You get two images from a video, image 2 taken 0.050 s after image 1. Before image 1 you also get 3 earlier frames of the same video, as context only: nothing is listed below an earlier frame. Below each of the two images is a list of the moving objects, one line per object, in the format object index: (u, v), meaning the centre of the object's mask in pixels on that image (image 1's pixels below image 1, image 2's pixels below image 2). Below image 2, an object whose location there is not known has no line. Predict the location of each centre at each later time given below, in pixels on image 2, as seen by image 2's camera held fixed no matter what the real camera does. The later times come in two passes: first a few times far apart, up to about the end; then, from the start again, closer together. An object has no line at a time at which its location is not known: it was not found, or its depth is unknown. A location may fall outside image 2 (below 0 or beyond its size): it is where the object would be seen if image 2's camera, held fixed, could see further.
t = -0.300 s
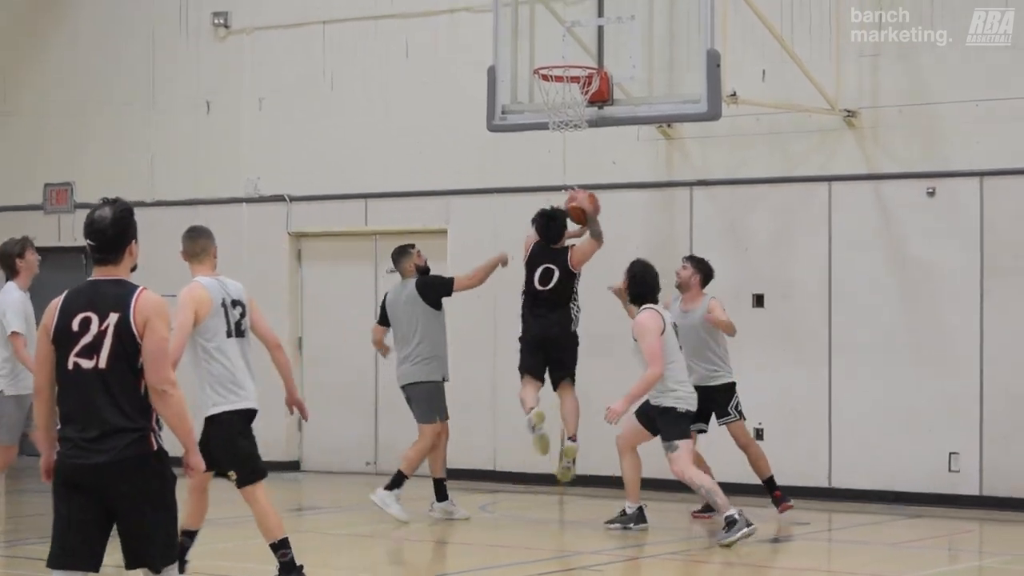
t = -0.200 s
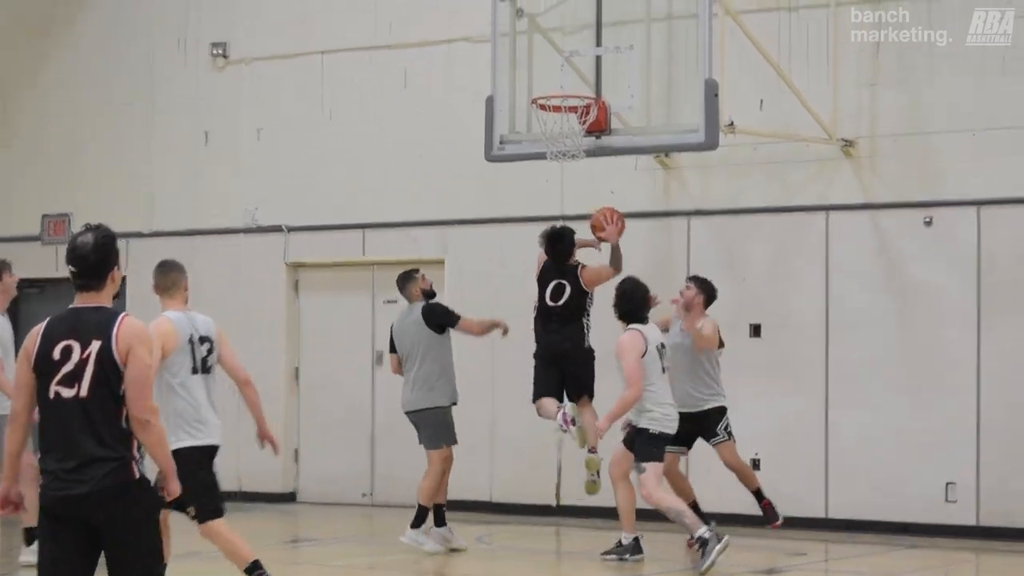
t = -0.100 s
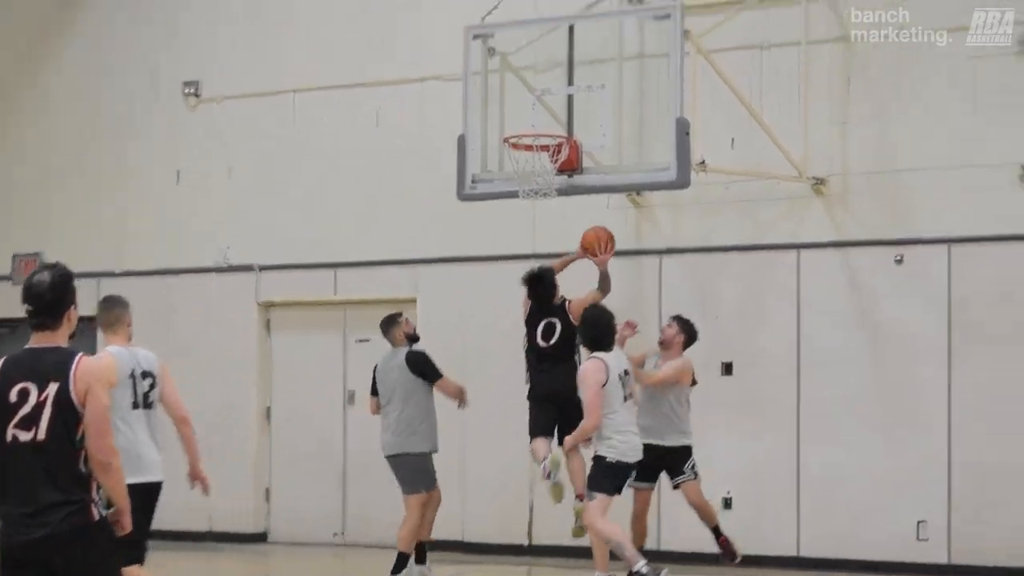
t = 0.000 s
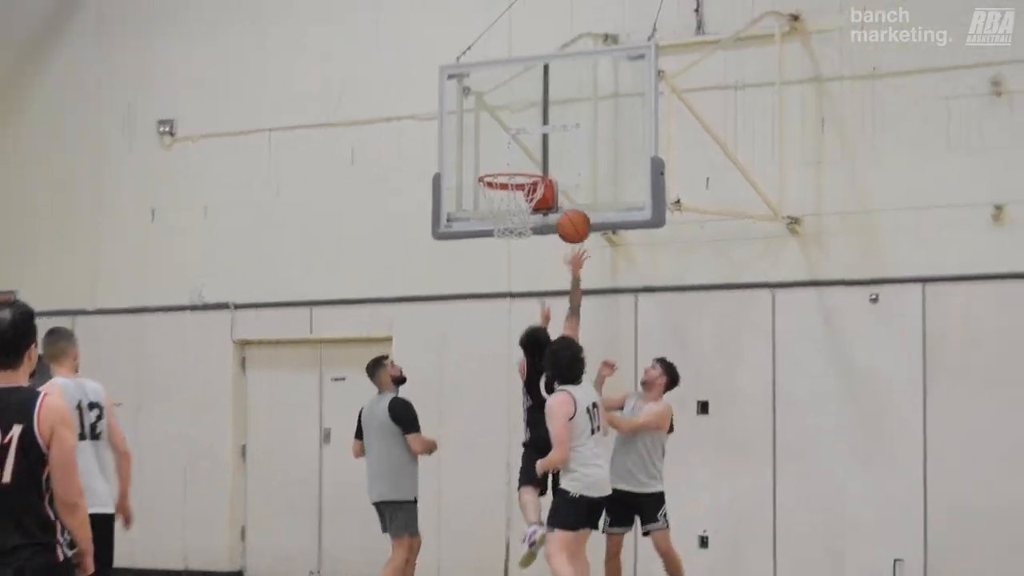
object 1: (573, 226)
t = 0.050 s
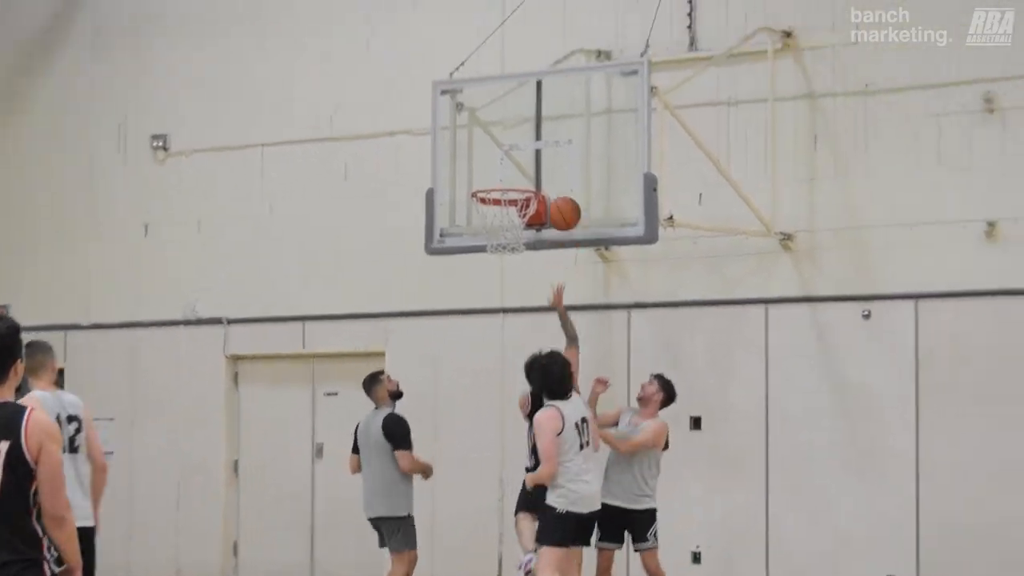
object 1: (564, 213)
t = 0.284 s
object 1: (538, 145)
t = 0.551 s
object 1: (493, 183)
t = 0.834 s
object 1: (525, 226)
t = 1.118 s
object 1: (497, 267)
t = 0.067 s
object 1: (563, 204)
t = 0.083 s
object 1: (562, 196)
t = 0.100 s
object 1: (560, 188)
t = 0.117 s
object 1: (559, 181)
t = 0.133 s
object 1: (558, 174)
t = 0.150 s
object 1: (557, 168)
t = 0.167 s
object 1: (556, 162)
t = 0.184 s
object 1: (555, 157)
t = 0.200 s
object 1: (553, 153)
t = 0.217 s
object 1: (550, 150)
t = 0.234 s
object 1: (547, 149)
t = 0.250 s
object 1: (544, 147)
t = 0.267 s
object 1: (541, 146)
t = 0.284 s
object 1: (538, 145)
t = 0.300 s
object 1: (535, 145)
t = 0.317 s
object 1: (532, 145)
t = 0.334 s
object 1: (529, 146)
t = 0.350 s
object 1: (526, 147)
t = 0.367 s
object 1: (522, 148)
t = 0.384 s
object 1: (520, 150)
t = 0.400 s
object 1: (517, 152)
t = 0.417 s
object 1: (514, 154)
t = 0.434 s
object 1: (511, 157)
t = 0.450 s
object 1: (508, 160)
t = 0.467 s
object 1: (505, 163)
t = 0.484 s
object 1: (502, 168)
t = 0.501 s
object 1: (499, 172)
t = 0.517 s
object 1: (496, 175)
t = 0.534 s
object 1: (494, 181)
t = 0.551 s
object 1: (493, 183)
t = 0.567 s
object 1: (497, 188)
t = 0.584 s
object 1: (500, 192)
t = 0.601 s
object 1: (503, 195)
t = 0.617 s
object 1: (505, 199)
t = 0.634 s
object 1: (508, 204)
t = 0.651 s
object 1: (513, 208)
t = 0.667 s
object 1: (516, 213)
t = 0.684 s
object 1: (519, 215)
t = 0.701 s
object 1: (521, 218)
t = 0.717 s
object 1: (522, 220)
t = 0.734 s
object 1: (524, 221)
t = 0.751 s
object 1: (524, 222)
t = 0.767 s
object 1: (525, 223)
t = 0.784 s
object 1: (526, 224)
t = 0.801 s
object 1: (526, 225)
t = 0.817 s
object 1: (526, 225)
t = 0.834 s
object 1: (525, 226)
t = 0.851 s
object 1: (524, 228)
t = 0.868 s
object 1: (523, 229)
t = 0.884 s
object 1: (522, 231)
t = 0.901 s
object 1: (521, 232)
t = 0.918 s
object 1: (520, 234)
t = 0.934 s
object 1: (519, 236)
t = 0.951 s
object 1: (517, 237)
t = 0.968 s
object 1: (515, 240)
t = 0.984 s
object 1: (513, 241)
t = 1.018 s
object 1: (509, 245)
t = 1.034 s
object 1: (506, 248)
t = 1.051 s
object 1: (504, 251)
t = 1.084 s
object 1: (501, 258)
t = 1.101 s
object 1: (499, 263)
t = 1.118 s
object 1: (497, 267)
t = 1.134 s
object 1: (496, 271)
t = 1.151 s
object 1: (494, 277)
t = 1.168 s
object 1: (493, 282)
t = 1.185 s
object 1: (492, 288)
